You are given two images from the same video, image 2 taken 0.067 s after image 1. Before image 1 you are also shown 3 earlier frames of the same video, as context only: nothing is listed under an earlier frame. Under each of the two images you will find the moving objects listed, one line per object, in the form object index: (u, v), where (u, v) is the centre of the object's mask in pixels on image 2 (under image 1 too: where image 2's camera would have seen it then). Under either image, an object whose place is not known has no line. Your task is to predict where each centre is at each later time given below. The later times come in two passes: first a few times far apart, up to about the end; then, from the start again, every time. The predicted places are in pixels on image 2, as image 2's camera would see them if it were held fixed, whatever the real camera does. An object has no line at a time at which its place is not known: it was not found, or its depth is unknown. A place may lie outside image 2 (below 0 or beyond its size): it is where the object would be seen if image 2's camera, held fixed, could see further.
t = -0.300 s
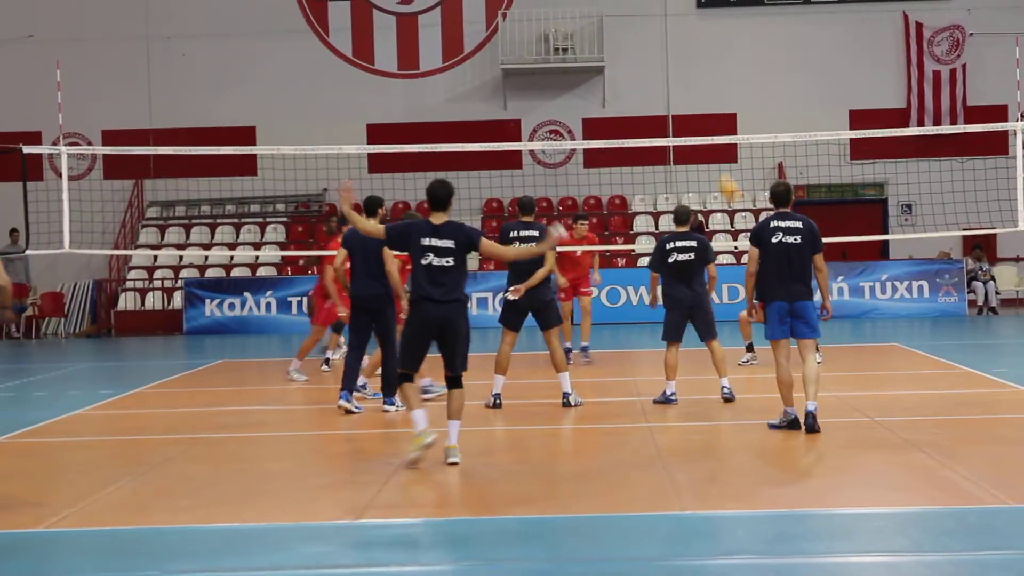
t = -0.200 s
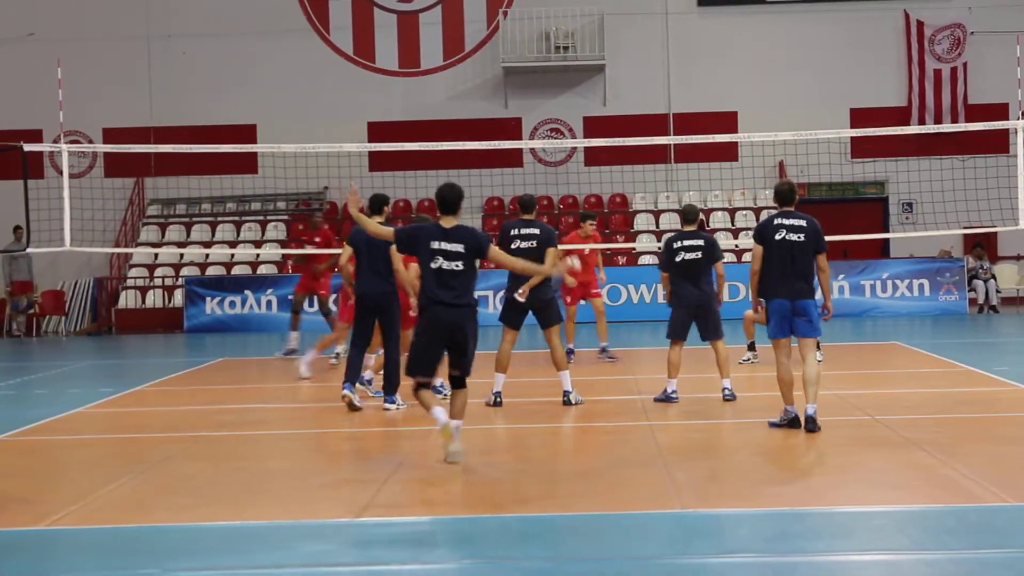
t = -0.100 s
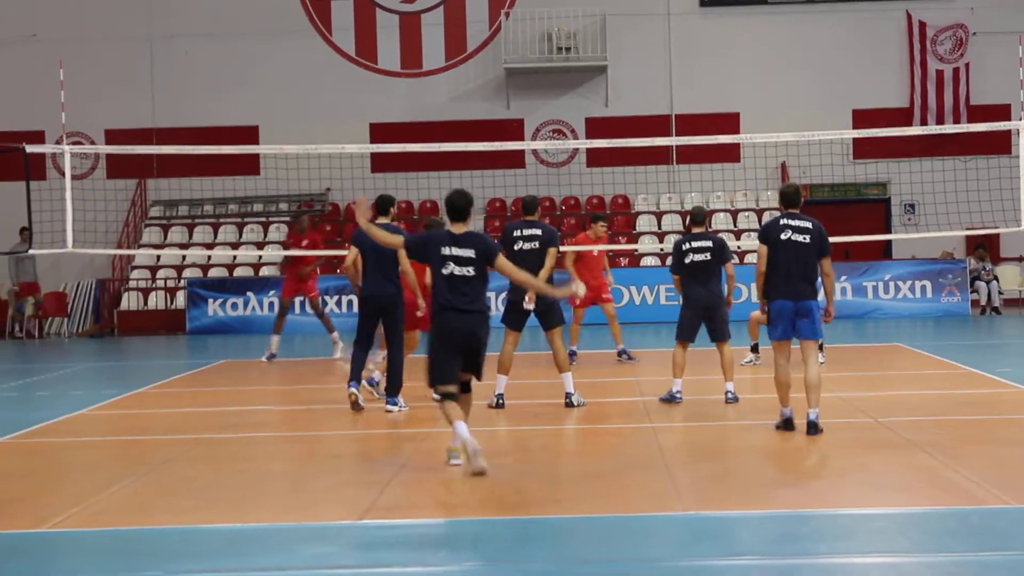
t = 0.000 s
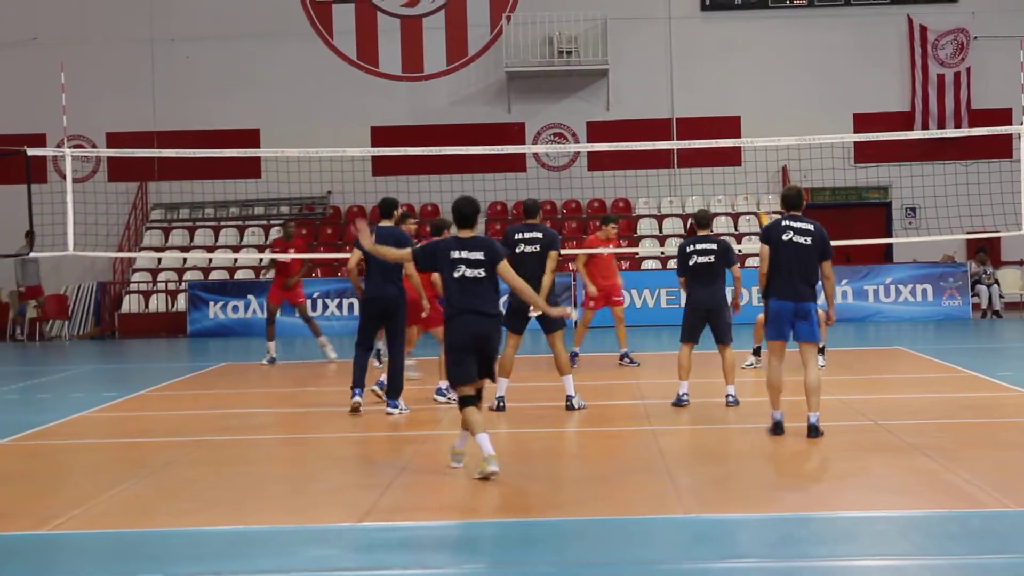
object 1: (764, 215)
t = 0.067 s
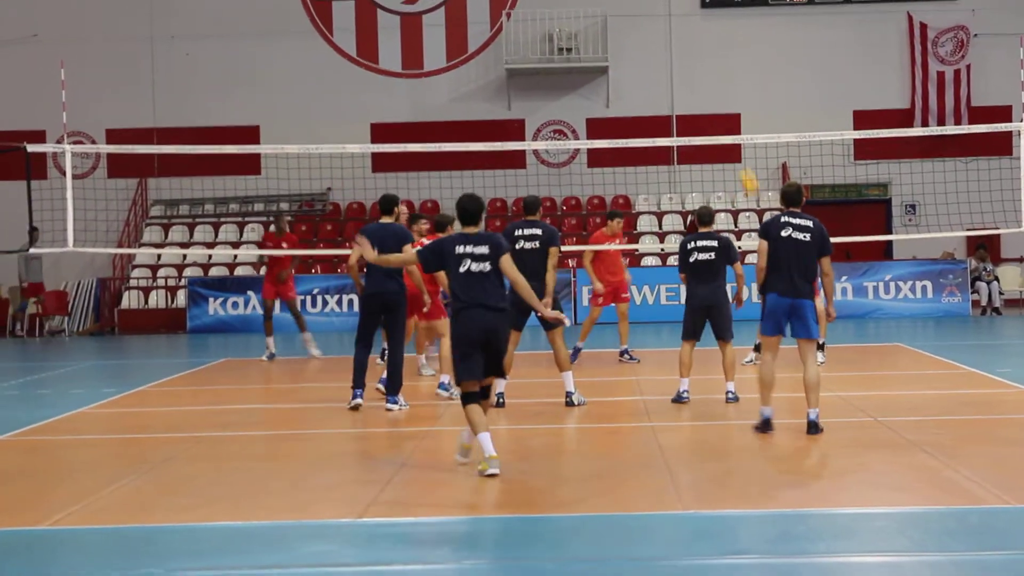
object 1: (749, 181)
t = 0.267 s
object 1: (695, 90)
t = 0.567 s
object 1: (616, 18)
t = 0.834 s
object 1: (550, 18)
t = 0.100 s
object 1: (739, 163)
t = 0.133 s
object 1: (732, 152)
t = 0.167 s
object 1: (721, 128)
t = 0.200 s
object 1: (714, 118)
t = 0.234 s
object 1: (705, 103)
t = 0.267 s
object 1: (695, 90)
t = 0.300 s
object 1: (687, 78)
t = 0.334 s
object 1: (678, 67)
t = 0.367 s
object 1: (669, 57)
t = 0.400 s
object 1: (661, 49)
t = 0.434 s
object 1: (652, 41)
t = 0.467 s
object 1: (643, 33)
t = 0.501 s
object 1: (634, 27)
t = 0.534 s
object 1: (626, 22)
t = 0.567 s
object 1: (616, 18)
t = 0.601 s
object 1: (608, 15)
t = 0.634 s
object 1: (600, 13)
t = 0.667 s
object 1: (592, 11)
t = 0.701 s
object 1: (584, 11)
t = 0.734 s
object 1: (575, 12)
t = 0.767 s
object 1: (567, 12)
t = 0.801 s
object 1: (558, 15)
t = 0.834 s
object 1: (550, 18)
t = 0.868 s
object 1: (540, 24)
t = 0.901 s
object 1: (531, 29)
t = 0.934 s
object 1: (525, 36)
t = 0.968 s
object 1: (516, 43)
